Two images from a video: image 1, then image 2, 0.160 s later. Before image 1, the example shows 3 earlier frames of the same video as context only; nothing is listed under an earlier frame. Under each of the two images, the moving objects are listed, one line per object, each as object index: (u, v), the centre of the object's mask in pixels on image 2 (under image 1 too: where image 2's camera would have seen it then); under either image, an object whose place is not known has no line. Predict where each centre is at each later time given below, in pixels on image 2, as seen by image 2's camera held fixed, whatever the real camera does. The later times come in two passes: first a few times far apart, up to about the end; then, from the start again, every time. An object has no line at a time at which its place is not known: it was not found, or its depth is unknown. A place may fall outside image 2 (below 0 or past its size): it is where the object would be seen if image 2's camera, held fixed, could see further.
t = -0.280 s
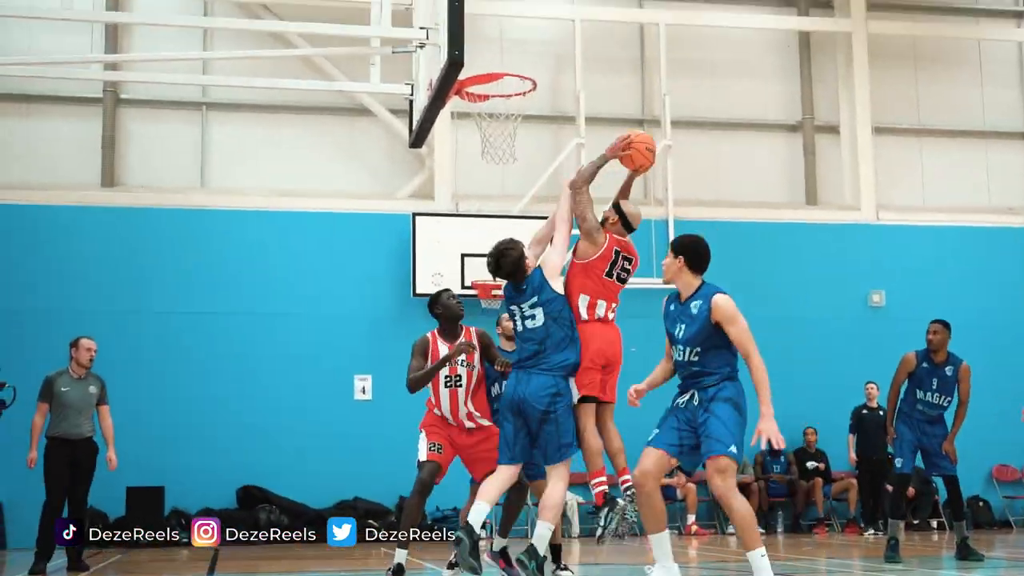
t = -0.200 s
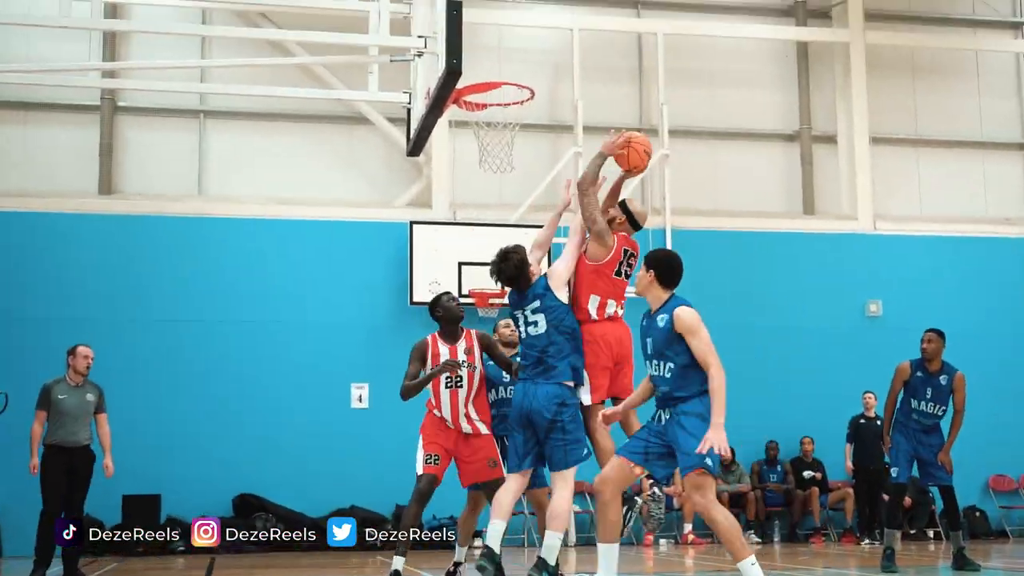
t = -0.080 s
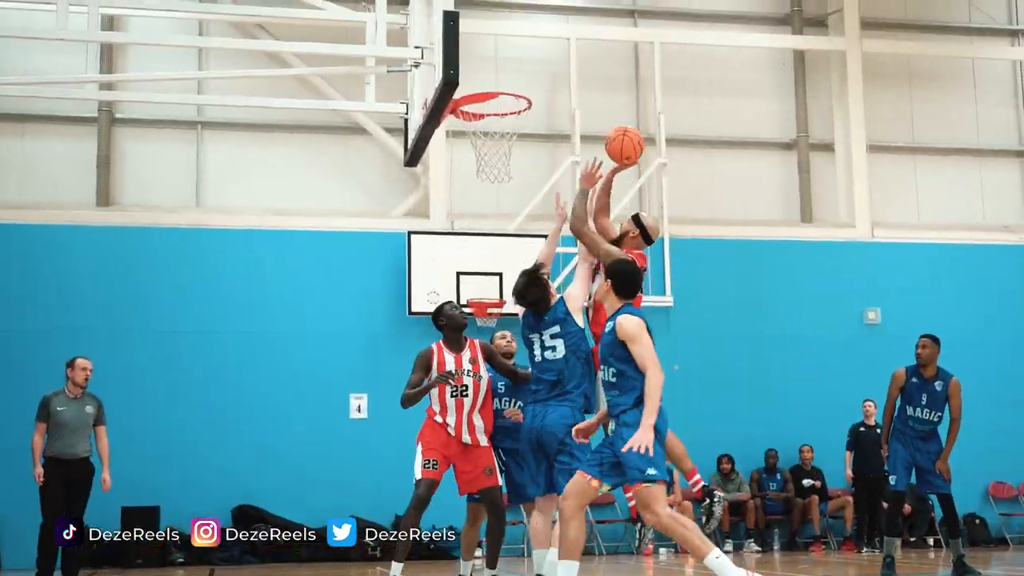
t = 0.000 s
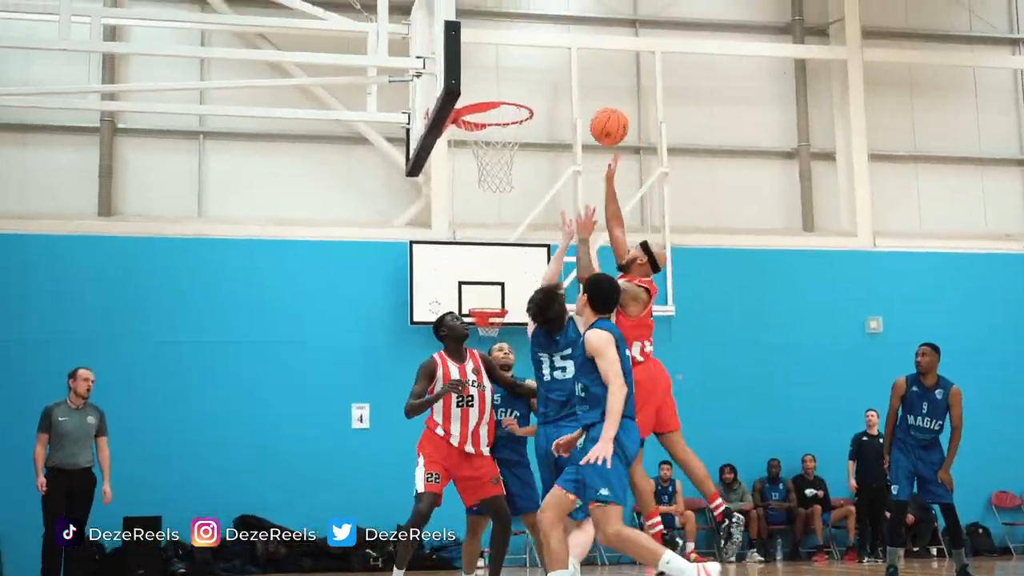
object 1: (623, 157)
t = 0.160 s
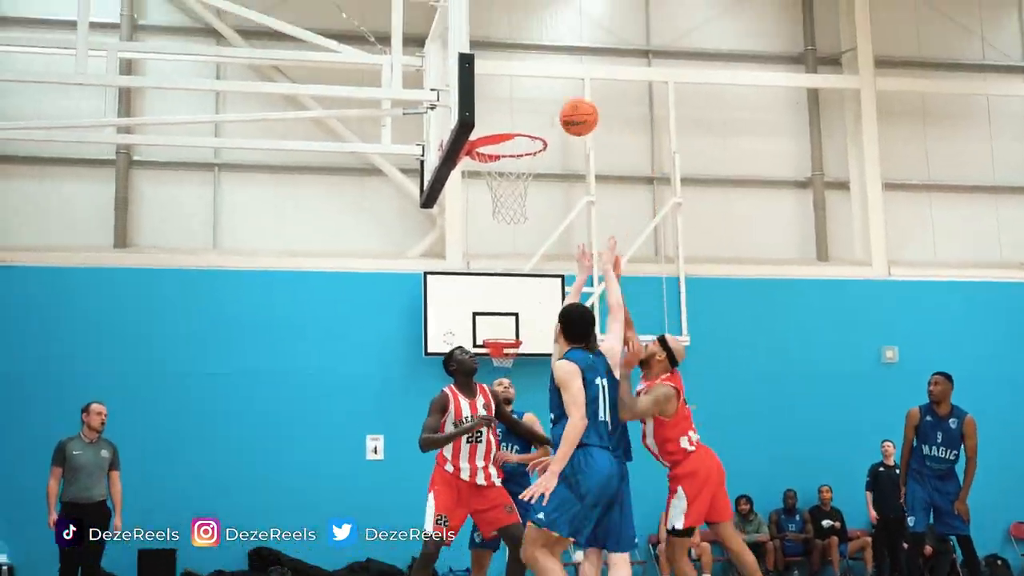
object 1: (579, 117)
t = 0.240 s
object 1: (557, 112)
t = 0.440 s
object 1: (508, 141)
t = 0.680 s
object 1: (485, 214)
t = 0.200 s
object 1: (568, 113)
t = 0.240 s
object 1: (557, 112)
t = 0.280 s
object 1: (546, 113)
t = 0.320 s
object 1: (536, 116)
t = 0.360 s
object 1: (526, 121)
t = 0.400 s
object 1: (516, 129)
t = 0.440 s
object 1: (508, 141)
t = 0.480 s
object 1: (494, 158)
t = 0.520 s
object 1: (486, 168)
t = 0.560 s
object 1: (483, 181)
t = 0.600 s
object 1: (482, 190)
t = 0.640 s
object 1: (483, 201)
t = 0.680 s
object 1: (485, 214)
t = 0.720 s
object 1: (486, 229)
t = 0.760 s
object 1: (488, 247)
